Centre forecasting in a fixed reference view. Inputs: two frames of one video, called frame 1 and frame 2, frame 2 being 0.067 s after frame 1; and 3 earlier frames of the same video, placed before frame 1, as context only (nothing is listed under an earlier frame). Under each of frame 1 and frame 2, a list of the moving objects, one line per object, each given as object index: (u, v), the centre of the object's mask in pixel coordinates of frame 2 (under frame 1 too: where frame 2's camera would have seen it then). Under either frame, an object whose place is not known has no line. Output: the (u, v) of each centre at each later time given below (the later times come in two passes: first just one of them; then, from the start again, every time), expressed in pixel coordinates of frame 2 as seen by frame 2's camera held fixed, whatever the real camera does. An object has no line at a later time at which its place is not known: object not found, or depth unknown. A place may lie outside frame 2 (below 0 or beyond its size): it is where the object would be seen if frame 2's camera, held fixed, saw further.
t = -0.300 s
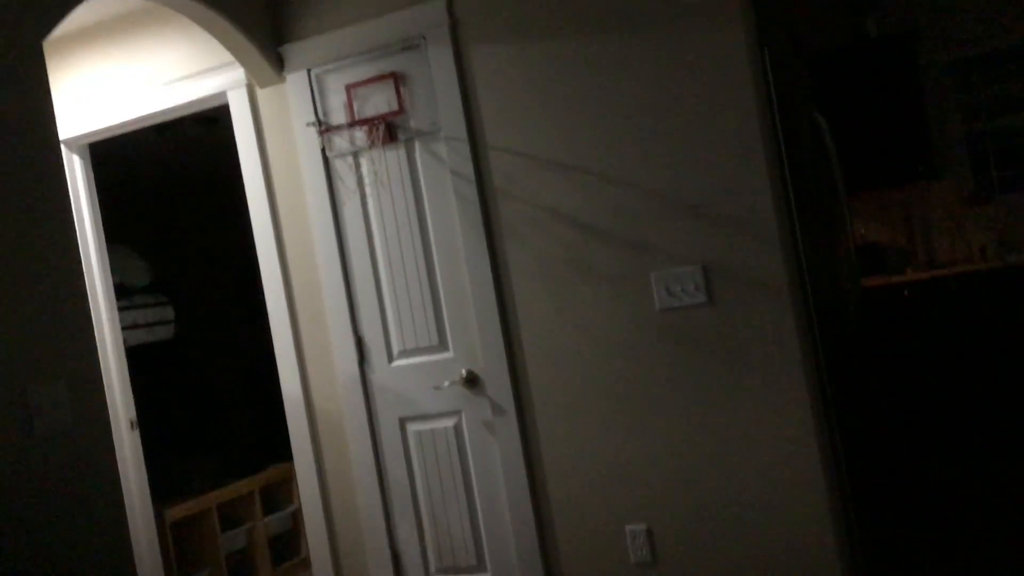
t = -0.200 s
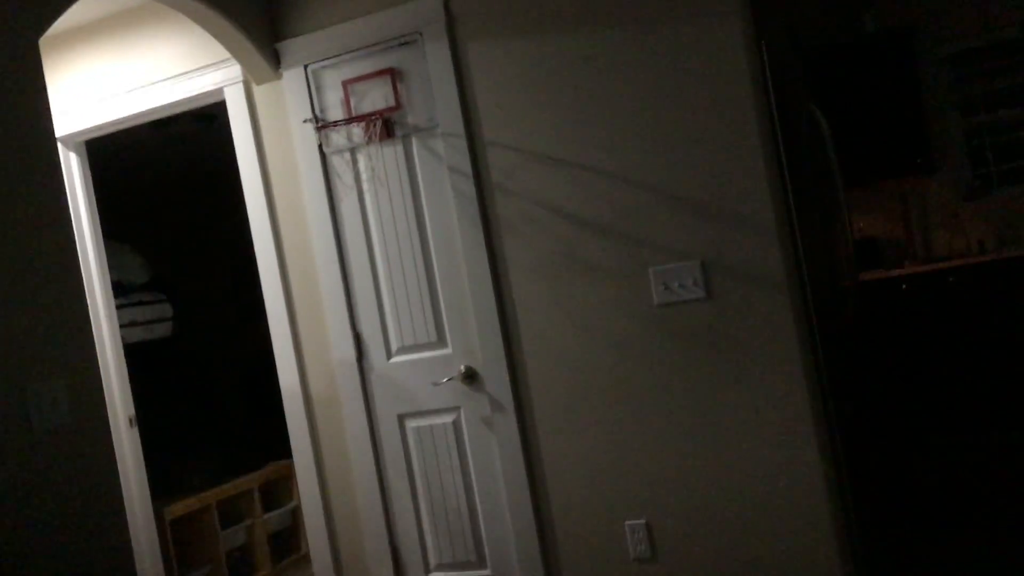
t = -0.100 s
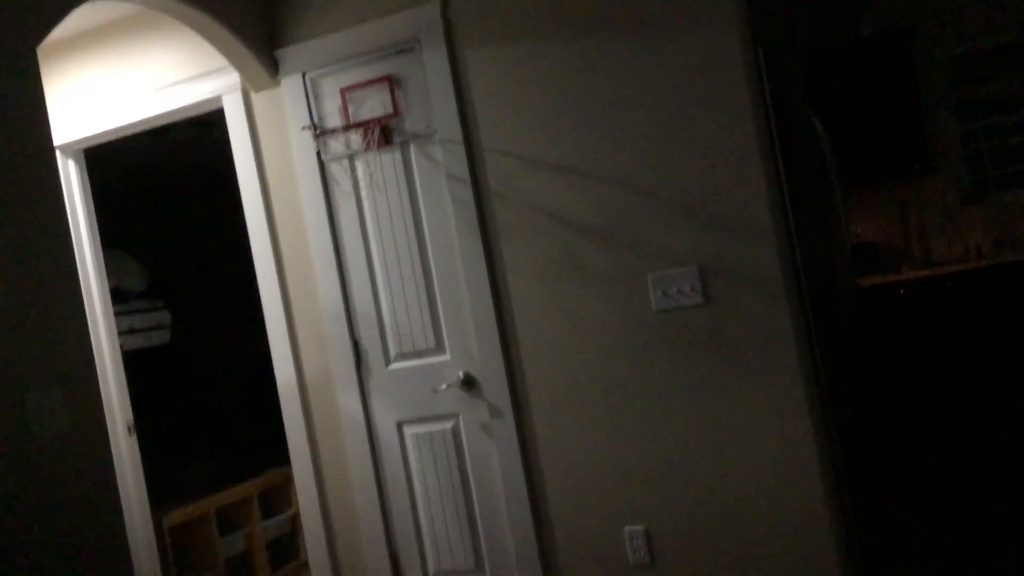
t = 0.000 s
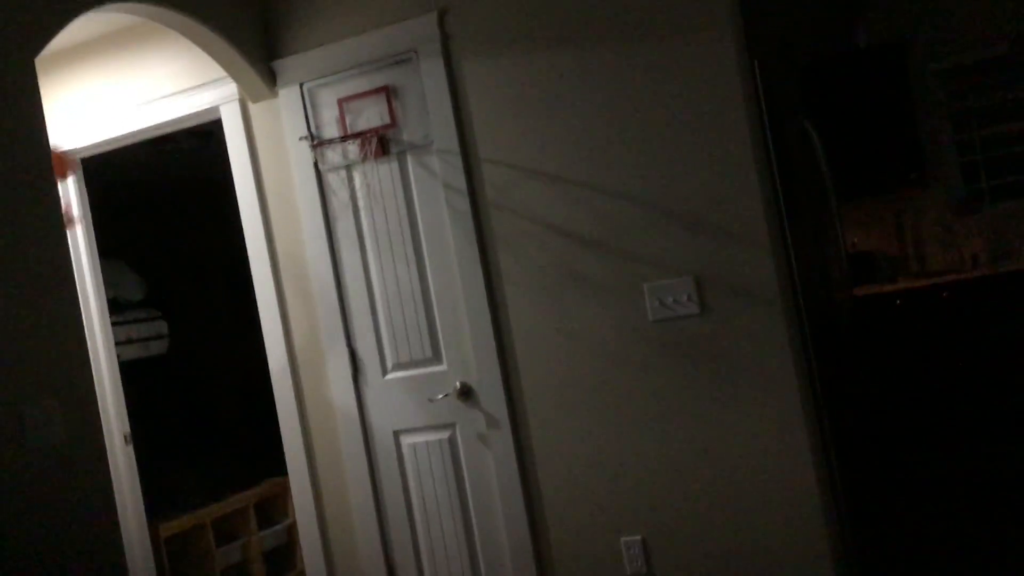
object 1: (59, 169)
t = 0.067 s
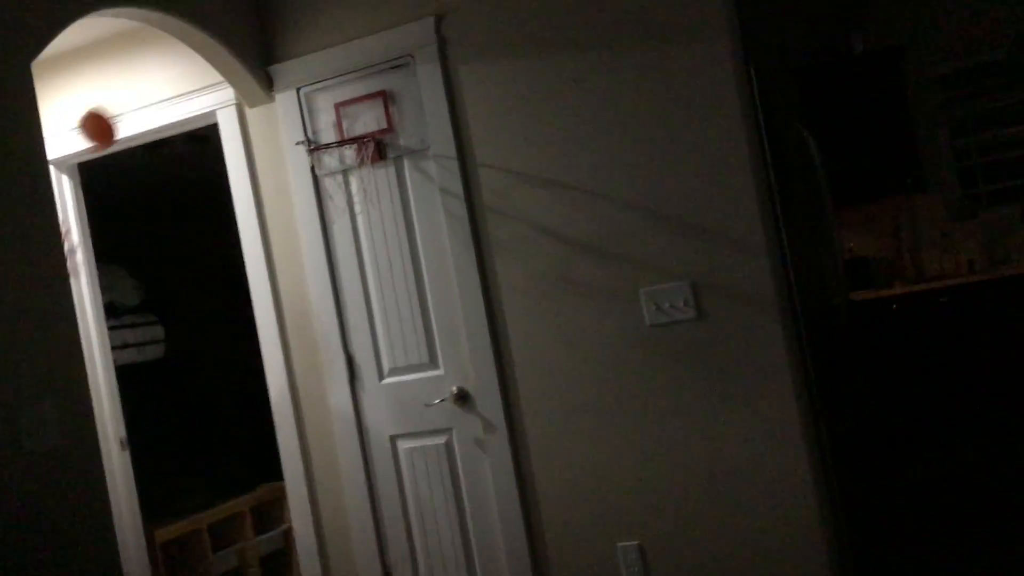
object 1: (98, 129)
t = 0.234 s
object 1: (231, 88)
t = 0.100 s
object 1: (123, 113)
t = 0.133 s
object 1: (148, 102)
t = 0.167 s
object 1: (174, 94)
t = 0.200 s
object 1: (202, 89)
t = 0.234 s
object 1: (231, 88)
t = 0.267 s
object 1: (257, 89)
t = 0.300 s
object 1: (287, 94)
